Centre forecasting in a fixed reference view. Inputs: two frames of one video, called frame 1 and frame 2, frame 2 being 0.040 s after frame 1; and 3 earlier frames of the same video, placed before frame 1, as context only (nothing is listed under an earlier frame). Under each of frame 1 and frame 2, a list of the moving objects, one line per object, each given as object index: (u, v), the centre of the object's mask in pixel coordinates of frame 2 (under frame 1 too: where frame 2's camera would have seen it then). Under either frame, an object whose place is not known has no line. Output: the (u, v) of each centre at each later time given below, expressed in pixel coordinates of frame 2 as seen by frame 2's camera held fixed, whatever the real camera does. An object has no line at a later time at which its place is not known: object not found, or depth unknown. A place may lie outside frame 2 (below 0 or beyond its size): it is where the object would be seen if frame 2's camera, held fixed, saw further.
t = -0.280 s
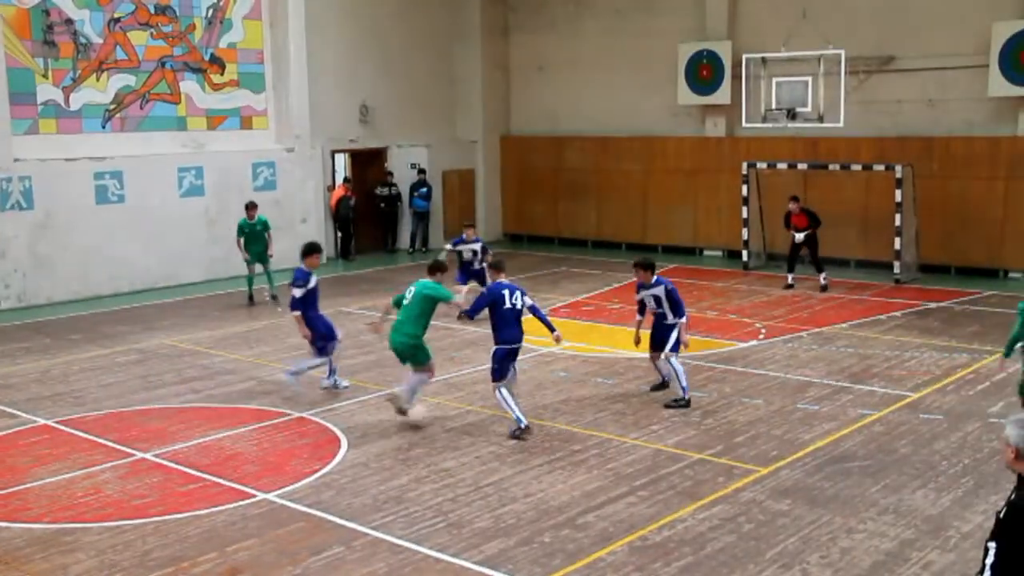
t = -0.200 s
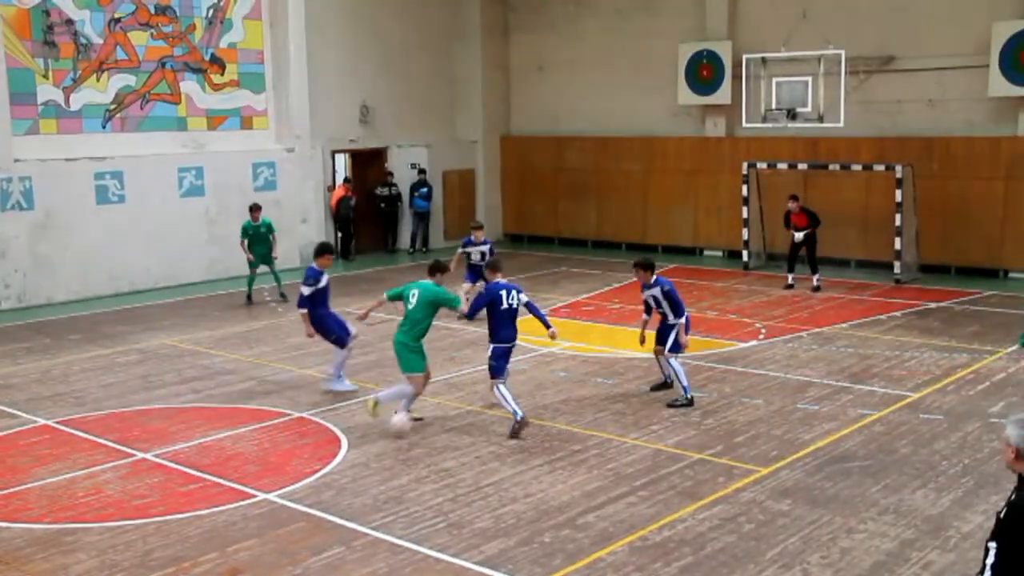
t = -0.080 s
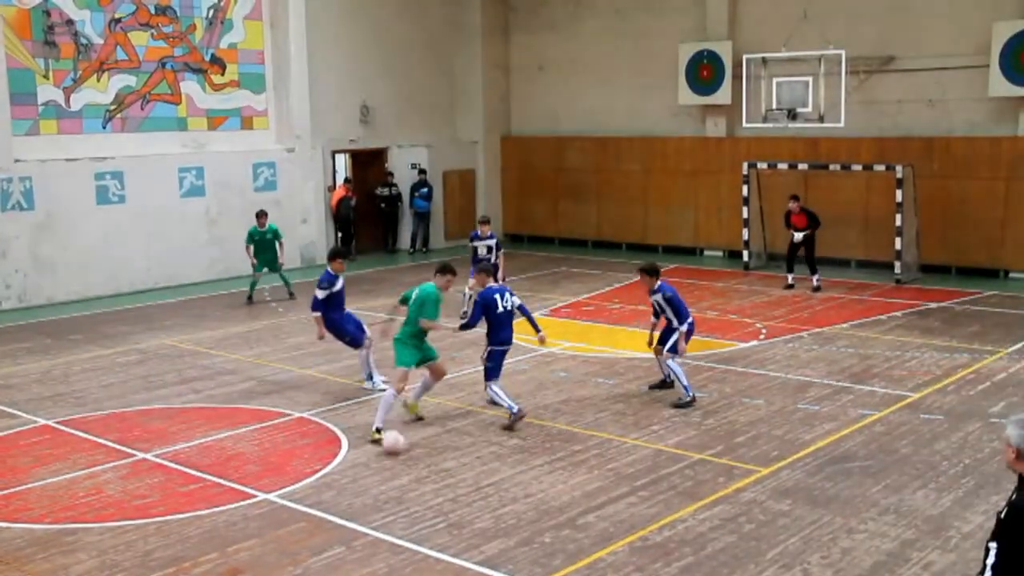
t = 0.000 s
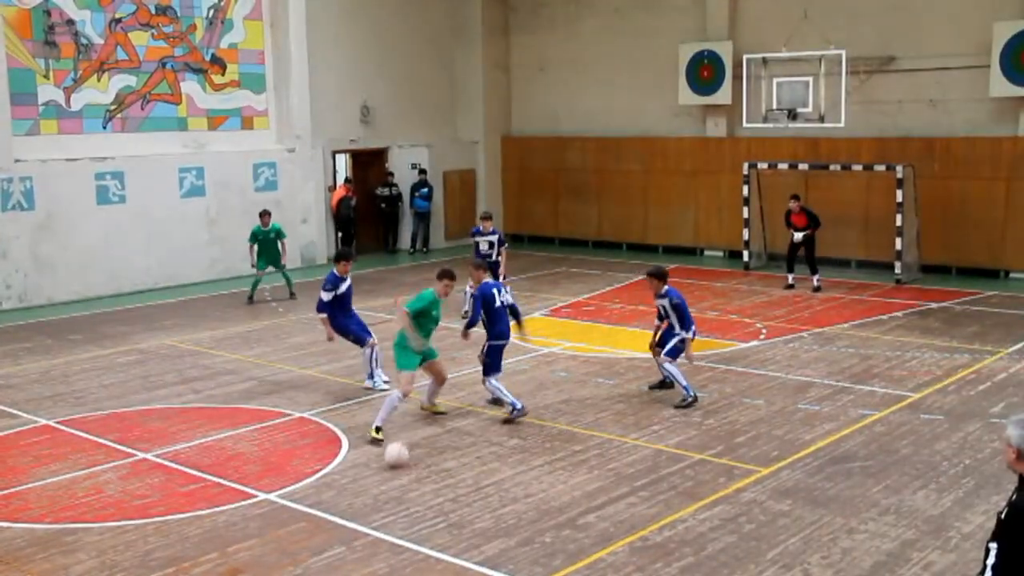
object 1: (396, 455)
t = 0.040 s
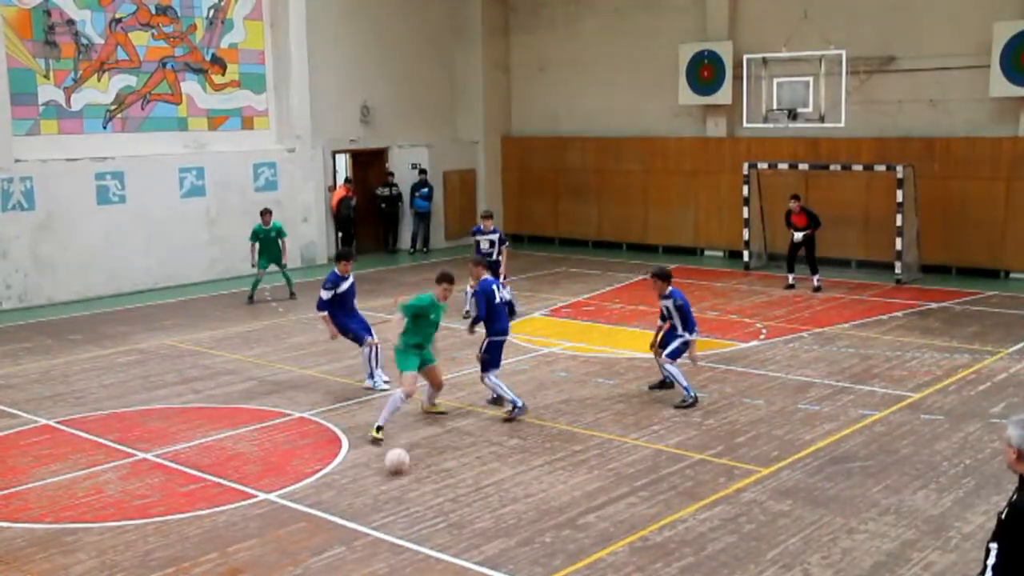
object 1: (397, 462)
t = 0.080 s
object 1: (396, 468)
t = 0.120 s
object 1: (396, 474)
